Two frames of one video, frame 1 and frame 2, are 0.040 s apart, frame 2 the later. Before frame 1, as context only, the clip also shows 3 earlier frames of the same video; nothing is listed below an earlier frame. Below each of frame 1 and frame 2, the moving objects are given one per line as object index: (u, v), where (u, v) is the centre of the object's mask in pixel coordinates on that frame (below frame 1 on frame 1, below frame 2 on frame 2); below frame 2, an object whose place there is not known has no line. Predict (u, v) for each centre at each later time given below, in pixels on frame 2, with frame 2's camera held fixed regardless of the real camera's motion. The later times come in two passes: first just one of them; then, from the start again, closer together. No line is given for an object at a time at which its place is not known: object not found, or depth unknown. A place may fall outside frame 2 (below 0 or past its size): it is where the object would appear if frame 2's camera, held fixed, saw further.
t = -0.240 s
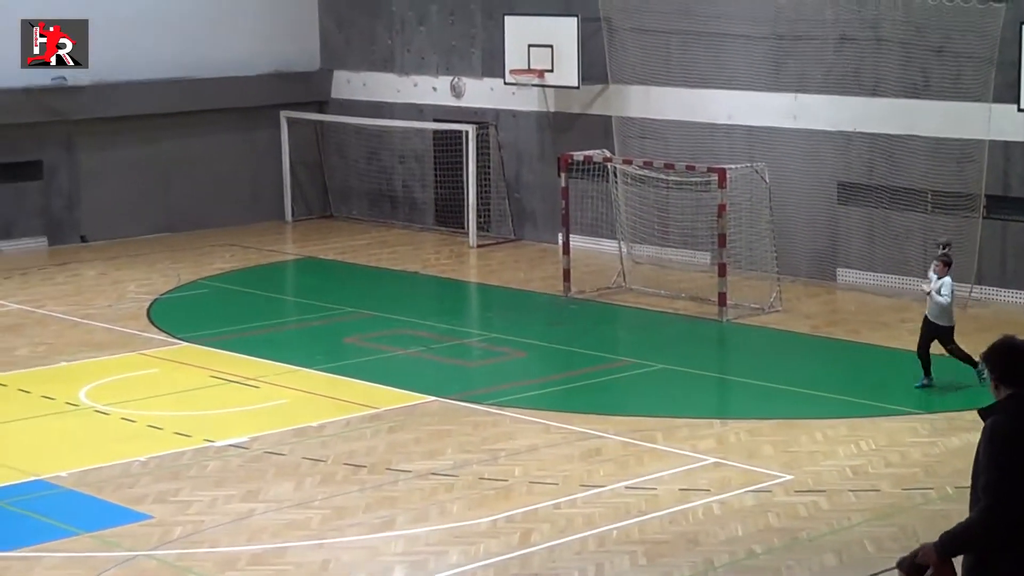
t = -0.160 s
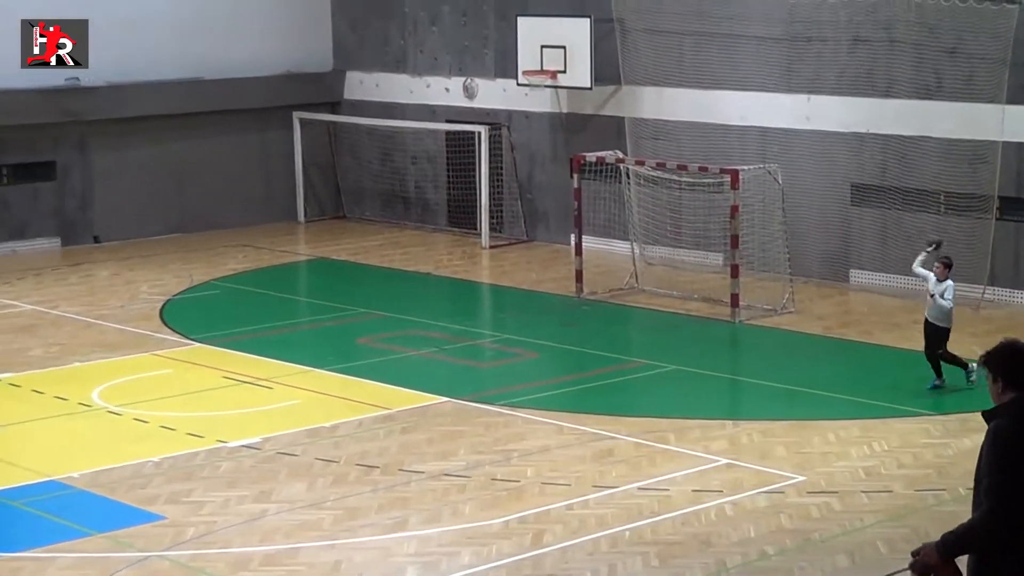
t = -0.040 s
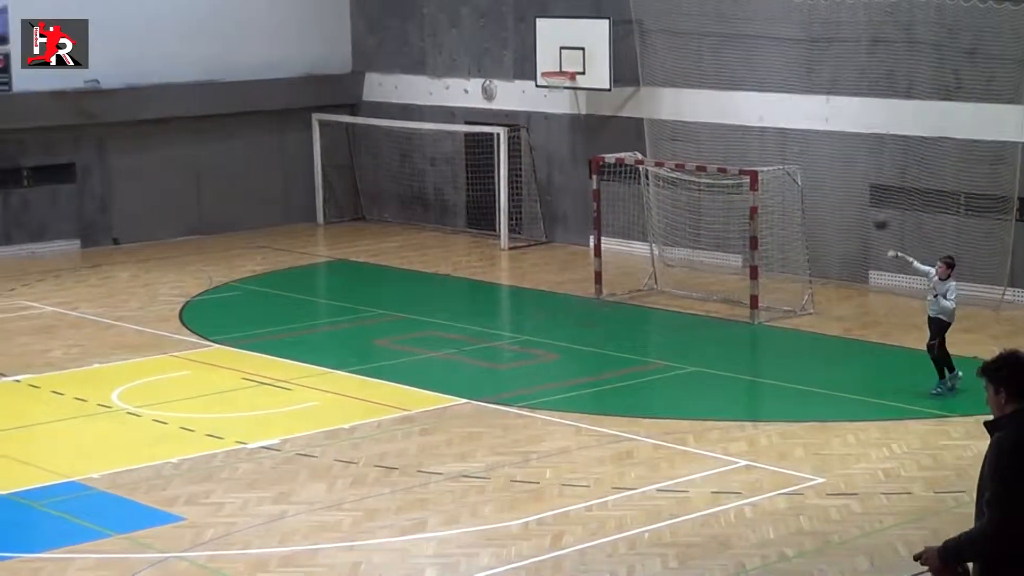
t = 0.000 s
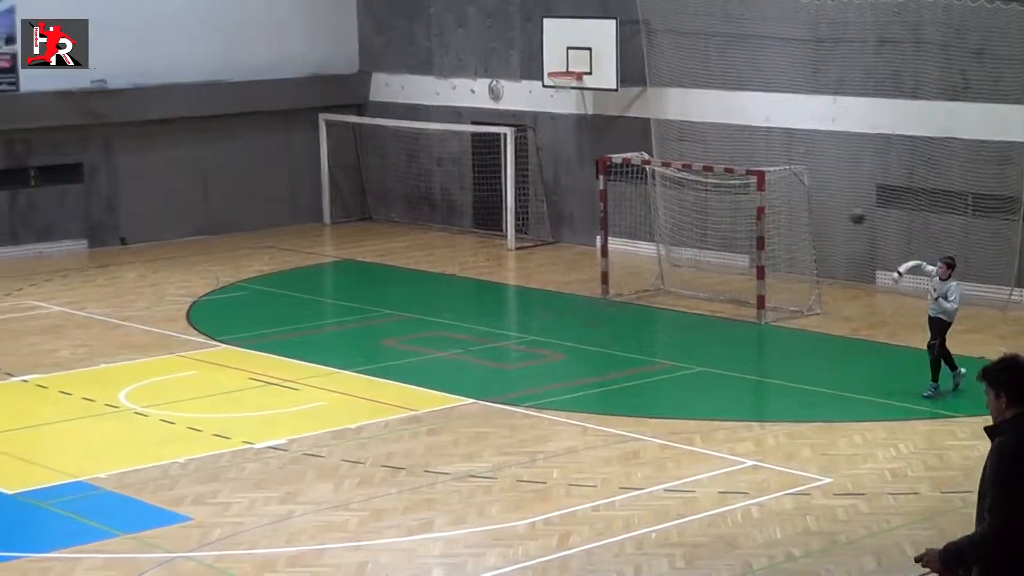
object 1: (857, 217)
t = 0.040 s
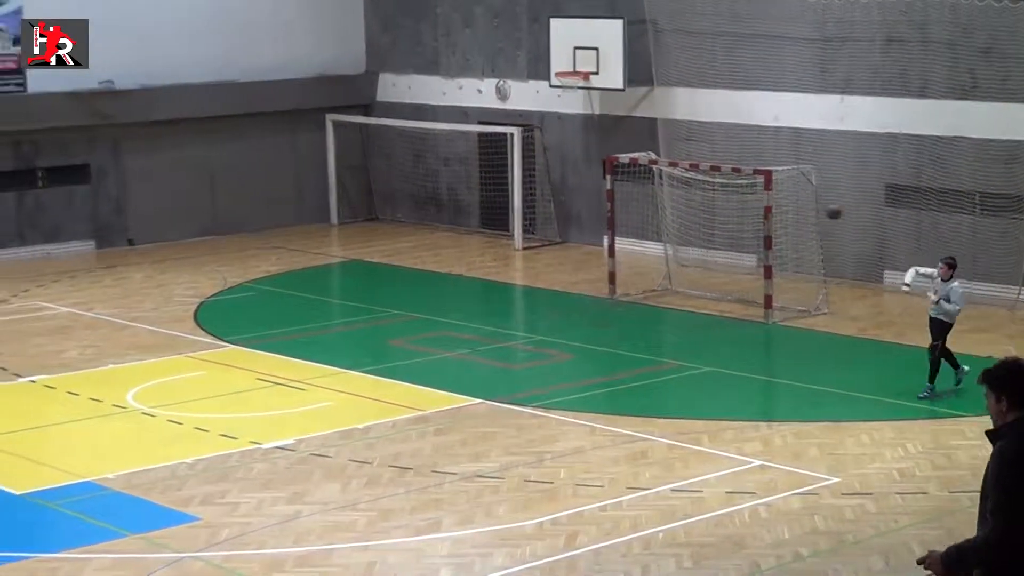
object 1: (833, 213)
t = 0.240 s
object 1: (670, 212)
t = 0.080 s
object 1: (802, 210)
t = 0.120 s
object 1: (773, 210)
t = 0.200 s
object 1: (703, 210)
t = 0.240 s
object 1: (670, 212)
